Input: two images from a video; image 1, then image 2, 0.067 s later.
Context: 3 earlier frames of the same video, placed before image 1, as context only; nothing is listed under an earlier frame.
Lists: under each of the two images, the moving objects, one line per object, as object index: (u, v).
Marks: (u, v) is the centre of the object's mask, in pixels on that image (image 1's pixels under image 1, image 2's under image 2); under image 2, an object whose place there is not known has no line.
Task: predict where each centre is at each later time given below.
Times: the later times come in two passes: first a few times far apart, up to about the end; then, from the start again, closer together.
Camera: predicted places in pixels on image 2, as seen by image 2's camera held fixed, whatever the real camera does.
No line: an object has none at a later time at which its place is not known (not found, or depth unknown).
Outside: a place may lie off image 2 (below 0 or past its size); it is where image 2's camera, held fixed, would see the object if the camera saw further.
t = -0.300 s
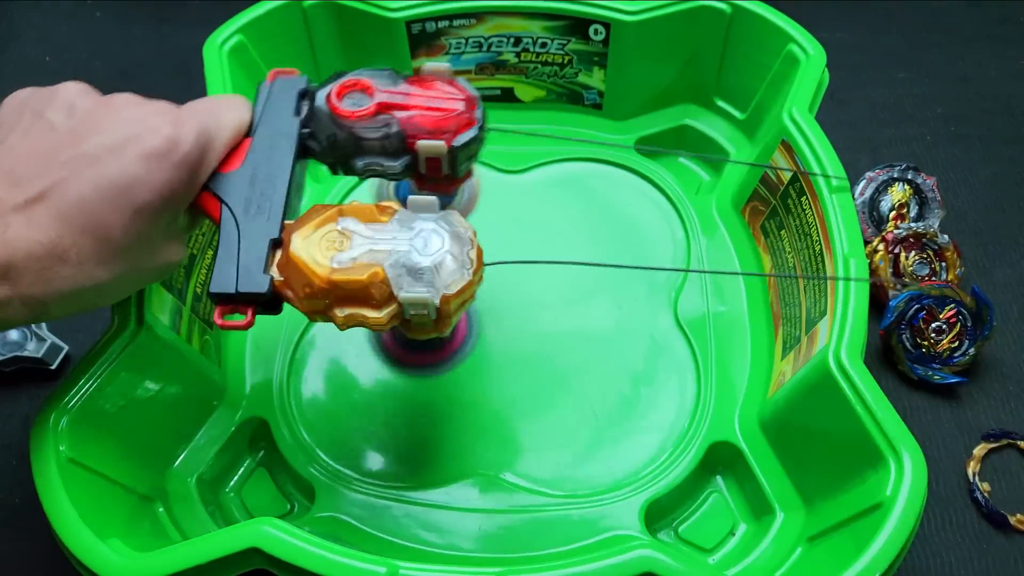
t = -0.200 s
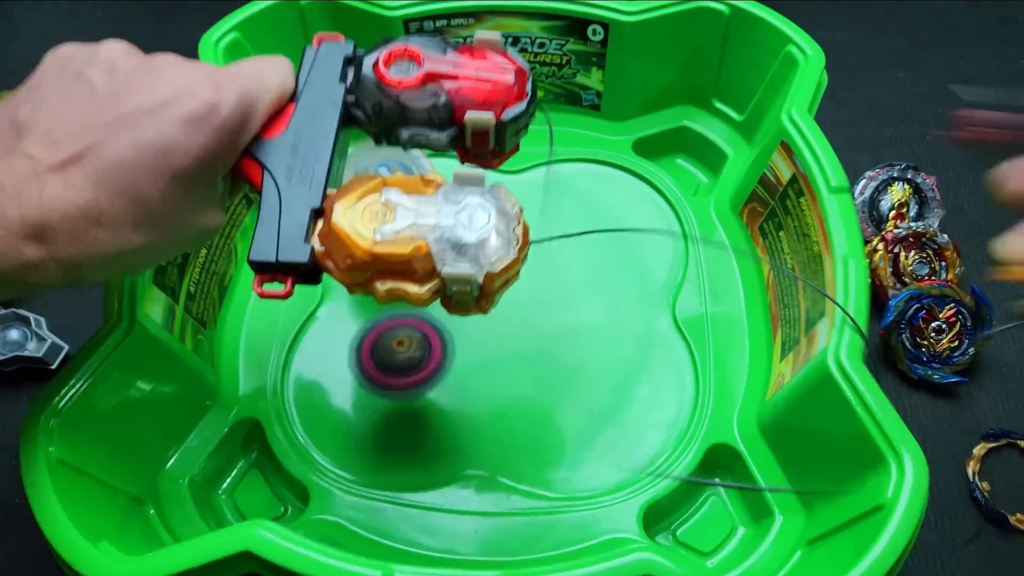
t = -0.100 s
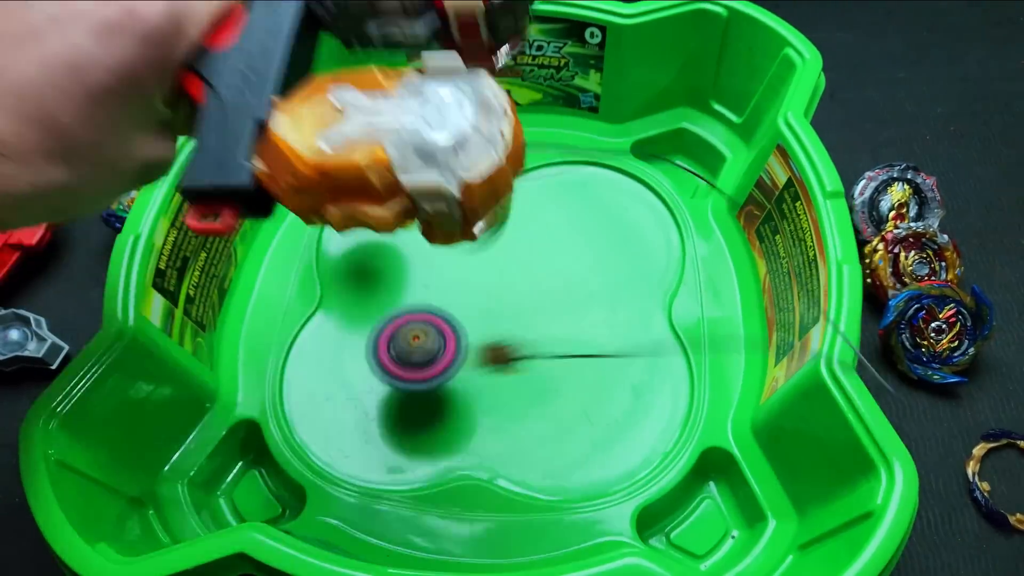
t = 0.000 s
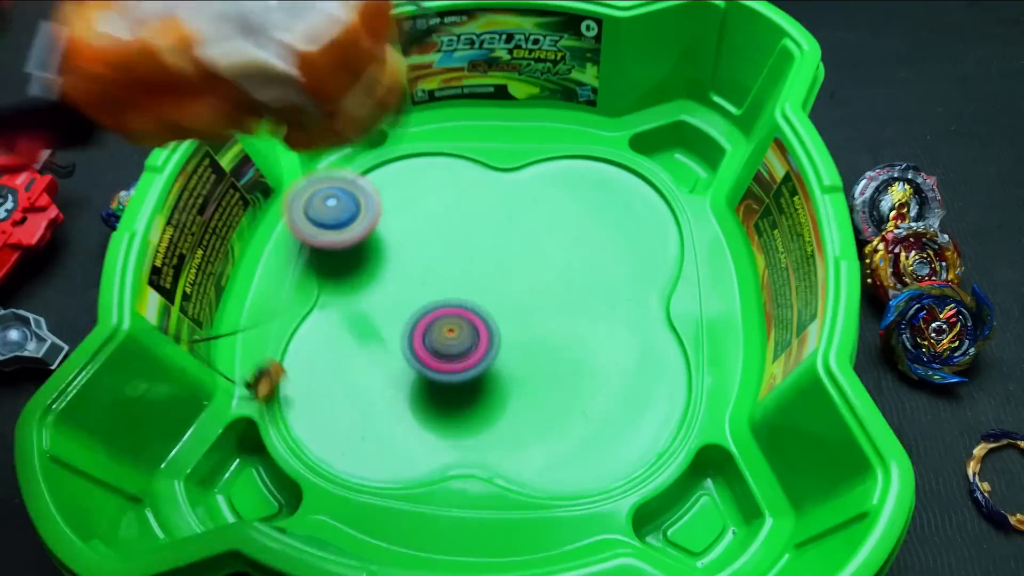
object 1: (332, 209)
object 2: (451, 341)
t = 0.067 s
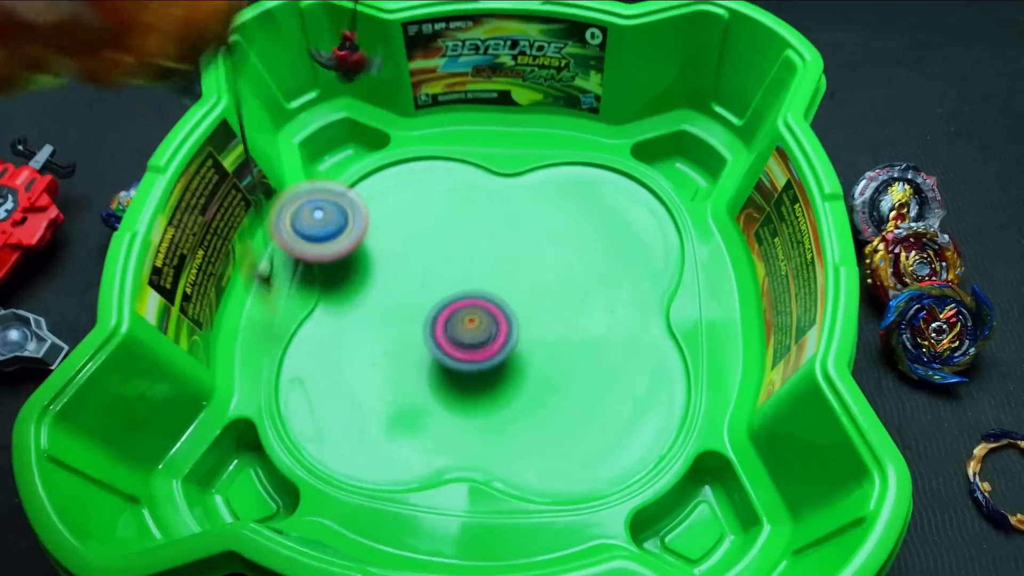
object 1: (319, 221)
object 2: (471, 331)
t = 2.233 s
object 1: (445, 190)
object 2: (629, 280)
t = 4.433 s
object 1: (387, 197)
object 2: (394, 442)
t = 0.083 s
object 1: (320, 225)
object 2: (474, 326)
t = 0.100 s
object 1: (320, 231)
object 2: (477, 319)
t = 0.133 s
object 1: (324, 243)
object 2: (479, 307)
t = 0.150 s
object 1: (327, 250)
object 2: (478, 299)
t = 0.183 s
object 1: (334, 264)
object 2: (473, 286)
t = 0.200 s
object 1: (339, 271)
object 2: (469, 280)
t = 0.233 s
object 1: (348, 281)
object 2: (458, 268)
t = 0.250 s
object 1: (356, 286)
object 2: (451, 264)
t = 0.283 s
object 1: (353, 298)
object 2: (450, 252)
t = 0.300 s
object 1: (350, 306)
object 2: (451, 248)
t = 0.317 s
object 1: (349, 311)
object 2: (451, 243)
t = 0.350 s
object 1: (350, 323)
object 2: (448, 236)
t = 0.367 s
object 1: (352, 330)
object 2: (446, 233)
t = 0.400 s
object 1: (361, 339)
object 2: (438, 228)
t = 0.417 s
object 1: (367, 343)
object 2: (433, 226)
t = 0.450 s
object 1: (383, 350)
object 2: (421, 223)
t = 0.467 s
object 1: (392, 353)
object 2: (413, 223)
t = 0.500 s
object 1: (415, 356)
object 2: (399, 223)
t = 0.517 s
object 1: (427, 356)
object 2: (392, 224)
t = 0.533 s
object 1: (439, 355)
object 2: (385, 225)
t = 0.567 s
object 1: (467, 350)
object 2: (373, 231)
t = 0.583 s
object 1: (481, 345)
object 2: (366, 232)
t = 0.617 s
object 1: (507, 332)
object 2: (356, 240)
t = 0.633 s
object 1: (518, 323)
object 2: (351, 245)
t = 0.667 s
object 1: (537, 304)
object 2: (345, 255)
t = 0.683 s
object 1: (544, 293)
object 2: (344, 262)
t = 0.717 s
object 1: (554, 271)
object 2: (344, 275)
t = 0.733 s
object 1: (558, 259)
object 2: (346, 281)
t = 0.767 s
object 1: (559, 238)
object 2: (352, 295)
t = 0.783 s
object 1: (558, 225)
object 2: (357, 301)
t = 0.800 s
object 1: (555, 215)
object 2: (363, 308)
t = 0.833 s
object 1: (547, 196)
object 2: (379, 319)
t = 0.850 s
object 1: (540, 186)
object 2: (389, 325)
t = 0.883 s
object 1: (526, 169)
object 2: (410, 333)
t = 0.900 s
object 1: (518, 160)
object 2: (423, 336)
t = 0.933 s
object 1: (499, 147)
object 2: (448, 339)
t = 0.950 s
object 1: (487, 147)
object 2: (461, 339)
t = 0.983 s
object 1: (464, 149)
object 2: (488, 334)
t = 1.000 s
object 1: (451, 148)
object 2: (501, 330)
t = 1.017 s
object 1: (440, 149)
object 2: (514, 325)
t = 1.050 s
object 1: (415, 149)
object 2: (536, 311)
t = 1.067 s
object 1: (405, 149)
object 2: (544, 304)
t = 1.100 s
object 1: (383, 151)
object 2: (559, 286)
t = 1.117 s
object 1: (374, 154)
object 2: (564, 277)
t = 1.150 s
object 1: (358, 168)
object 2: (571, 256)
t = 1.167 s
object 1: (352, 175)
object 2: (572, 248)
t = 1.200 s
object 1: (341, 190)
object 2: (571, 228)
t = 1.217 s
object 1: (338, 197)
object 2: (569, 219)
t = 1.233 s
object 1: (334, 205)
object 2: (566, 210)
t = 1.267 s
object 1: (331, 221)
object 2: (559, 194)
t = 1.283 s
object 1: (330, 230)
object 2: (554, 187)
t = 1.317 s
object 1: (331, 250)
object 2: (543, 173)
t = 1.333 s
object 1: (334, 261)
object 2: (537, 167)
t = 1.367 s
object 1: (341, 281)
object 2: (524, 159)
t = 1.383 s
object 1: (347, 293)
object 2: (518, 159)
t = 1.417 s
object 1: (362, 314)
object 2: (506, 166)
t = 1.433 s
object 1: (370, 322)
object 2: (499, 167)
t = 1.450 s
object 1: (381, 333)
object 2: (490, 167)
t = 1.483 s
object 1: (404, 349)
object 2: (476, 171)
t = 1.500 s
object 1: (417, 356)
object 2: (469, 173)
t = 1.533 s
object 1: (446, 365)
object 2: (456, 176)
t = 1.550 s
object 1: (462, 369)
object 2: (450, 179)
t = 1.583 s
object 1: (494, 370)
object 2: (439, 186)
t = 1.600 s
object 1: (511, 368)
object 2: (433, 189)
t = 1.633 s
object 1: (541, 361)
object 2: (423, 200)
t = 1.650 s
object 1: (558, 355)
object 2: (419, 206)
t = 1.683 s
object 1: (584, 340)
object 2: (412, 220)
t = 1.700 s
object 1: (596, 330)
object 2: (409, 228)
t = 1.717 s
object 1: (607, 321)
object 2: (407, 235)
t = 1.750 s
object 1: (624, 299)
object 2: (405, 252)
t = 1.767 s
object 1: (630, 288)
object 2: (405, 261)
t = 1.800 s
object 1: (639, 266)
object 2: (409, 280)
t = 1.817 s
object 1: (642, 255)
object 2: (411, 288)
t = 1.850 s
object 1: (645, 233)
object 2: (421, 307)
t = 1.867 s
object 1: (645, 222)
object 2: (427, 315)
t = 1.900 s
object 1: (643, 201)
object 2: (445, 331)
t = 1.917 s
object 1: (641, 192)
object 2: (453, 337)
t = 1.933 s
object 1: (638, 183)
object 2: (463, 343)
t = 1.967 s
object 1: (629, 166)
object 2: (486, 352)
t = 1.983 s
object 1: (622, 159)
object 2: (497, 354)
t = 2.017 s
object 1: (602, 153)
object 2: (522, 356)
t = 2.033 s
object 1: (591, 149)
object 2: (534, 355)
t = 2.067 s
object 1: (567, 148)
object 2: (558, 349)
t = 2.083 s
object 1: (554, 150)
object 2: (568, 345)
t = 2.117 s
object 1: (528, 154)
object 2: (589, 333)
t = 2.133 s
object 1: (513, 158)
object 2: (597, 327)
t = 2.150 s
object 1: (501, 163)
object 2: (605, 319)
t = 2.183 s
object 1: (476, 172)
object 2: (617, 304)
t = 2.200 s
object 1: (464, 177)
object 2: (622, 296)
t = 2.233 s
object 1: (445, 190)
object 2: (629, 280)
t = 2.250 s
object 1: (436, 198)
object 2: (631, 273)
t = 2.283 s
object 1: (420, 217)
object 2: (633, 257)
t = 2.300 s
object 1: (413, 227)
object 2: (633, 250)
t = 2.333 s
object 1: (401, 249)
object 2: (630, 236)
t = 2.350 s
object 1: (397, 261)
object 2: (628, 230)
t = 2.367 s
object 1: (393, 273)
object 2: (625, 224)
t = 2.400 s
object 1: (390, 299)
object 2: (618, 214)
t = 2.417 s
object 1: (391, 311)
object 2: (614, 210)
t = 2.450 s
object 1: (397, 338)
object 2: (603, 202)
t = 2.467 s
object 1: (401, 349)
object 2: (598, 199)
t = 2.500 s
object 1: (417, 373)
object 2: (585, 194)
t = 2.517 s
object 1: (426, 383)
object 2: (578, 192)
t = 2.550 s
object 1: (448, 402)
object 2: (563, 189)
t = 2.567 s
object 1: (459, 410)
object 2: (555, 189)
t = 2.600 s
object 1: (487, 422)
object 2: (537, 191)
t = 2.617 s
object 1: (501, 426)
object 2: (529, 191)
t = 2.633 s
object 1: (515, 429)
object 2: (520, 194)
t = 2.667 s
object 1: (545, 433)
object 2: (503, 199)
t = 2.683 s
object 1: (559, 432)
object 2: (494, 203)
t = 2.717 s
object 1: (588, 429)
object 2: (476, 212)
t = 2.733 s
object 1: (601, 426)
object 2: (467, 217)
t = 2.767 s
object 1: (626, 418)
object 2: (452, 229)
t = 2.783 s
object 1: (637, 413)
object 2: (443, 237)
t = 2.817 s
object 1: (656, 401)
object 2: (431, 254)
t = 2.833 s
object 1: (664, 394)
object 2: (424, 263)
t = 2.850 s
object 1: (671, 386)
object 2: (420, 273)
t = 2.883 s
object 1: (680, 366)
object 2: (412, 293)
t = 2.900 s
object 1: (678, 354)
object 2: (411, 304)
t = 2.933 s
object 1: (672, 331)
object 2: (411, 326)
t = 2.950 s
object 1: (667, 319)
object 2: (412, 336)
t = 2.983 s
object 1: (654, 295)
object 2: (419, 357)
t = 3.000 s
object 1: (647, 284)
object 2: (424, 367)
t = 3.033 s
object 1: (633, 265)
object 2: (437, 385)
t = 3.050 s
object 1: (625, 256)
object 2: (445, 392)
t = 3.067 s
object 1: (617, 250)
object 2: (452, 399)
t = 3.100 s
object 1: (596, 237)
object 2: (472, 411)
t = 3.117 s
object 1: (586, 232)
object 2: (482, 415)
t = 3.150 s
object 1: (562, 225)
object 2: (503, 421)
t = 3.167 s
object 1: (549, 222)
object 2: (514, 424)
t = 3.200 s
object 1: (522, 219)
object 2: (536, 426)
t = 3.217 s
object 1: (509, 219)
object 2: (545, 425)
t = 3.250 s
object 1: (481, 222)
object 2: (567, 422)
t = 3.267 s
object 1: (468, 224)
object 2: (576, 420)
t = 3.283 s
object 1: (455, 228)
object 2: (583, 417)
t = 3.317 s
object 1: (430, 237)
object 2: (600, 409)
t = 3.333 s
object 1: (417, 244)
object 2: (606, 404)
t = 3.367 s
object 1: (395, 257)
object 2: (618, 393)
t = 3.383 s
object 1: (385, 266)
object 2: (623, 386)
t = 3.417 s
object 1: (367, 283)
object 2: (631, 374)
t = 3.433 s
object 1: (359, 293)
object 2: (633, 366)
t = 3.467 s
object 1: (346, 313)
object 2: (636, 351)
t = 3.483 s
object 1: (341, 324)
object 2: (636, 344)
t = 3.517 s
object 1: (333, 345)
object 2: (635, 329)
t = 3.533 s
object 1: (330, 356)
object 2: (633, 321)
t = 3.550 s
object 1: (327, 367)
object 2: (630, 314)
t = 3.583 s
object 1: (325, 388)
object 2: (623, 299)
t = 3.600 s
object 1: (325, 399)
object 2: (618, 292)
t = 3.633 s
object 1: (327, 419)
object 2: (607, 279)
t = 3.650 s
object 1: (330, 428)
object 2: (600, 273)
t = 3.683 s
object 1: (337, 443)
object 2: (585, 262)
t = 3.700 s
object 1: (344, 451)
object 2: (577, 257)
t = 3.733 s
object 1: (364, 456)
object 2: (558, 249)
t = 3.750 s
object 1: (376, 457)
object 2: (547, 245)
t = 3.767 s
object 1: (388, 459)
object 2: (538, 242)
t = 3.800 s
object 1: (416, 457)
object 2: (514, 239)
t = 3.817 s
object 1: (431, 454)
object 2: (504, 238)
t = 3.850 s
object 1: (464, 444)
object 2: (480, 238)
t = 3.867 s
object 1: (477, 438)
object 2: (469, 240)
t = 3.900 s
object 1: (502, 425)
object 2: (446, 245)
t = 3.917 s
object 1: (512, 418)
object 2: (436, 247)
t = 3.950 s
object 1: (531, 401)
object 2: (415, 257)
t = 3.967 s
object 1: (538, 392)
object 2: (405, 263)
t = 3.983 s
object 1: (545, 381)
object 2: (396, 270)
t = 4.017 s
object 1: (554, 360)
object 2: (380, 283)
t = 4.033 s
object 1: (558, 348)
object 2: (373, 291)
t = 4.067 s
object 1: (561, 326)
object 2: (361, 306)
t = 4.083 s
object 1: (561, 314)
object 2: (356, 314)
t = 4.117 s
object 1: (557, 291)
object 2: (349, 330)
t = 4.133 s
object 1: (553, 279)
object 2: (346, 339)
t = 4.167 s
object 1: (542, 260)
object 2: (343, 355)
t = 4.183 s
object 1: (535, 251)
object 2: (342, 363)
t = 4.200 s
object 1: (527, 243)
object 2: (342, 371)
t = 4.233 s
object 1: (509, 227)
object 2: (343, 386)
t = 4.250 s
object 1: (500, 222)
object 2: (344, 393)
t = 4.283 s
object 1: (480, 211)
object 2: (348, 406)
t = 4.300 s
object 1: (469, 208)
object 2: (352, 412)
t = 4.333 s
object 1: (449, 201)
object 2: (360, 422)
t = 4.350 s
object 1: (439, 199)
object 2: (364, 426)
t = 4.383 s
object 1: (417, 197)
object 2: (374, 433)
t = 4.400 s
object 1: (408, 197)
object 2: (381, 437)
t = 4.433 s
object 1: (387, 197)
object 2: (394, 442)
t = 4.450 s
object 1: (379, 198)
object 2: (400, 443)
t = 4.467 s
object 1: (370, 199)
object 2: (407, 444)
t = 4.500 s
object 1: (353, 202)
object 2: (423, 444)
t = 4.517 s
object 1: (345, 204)
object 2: (431, 444)
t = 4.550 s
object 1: (332, 207)
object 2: (446, 441)
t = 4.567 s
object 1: (326, 210)
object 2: (454, 438)
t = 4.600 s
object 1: (317, 219)
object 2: (471, 432)
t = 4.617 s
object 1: (316, 225)
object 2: (479, 429)
